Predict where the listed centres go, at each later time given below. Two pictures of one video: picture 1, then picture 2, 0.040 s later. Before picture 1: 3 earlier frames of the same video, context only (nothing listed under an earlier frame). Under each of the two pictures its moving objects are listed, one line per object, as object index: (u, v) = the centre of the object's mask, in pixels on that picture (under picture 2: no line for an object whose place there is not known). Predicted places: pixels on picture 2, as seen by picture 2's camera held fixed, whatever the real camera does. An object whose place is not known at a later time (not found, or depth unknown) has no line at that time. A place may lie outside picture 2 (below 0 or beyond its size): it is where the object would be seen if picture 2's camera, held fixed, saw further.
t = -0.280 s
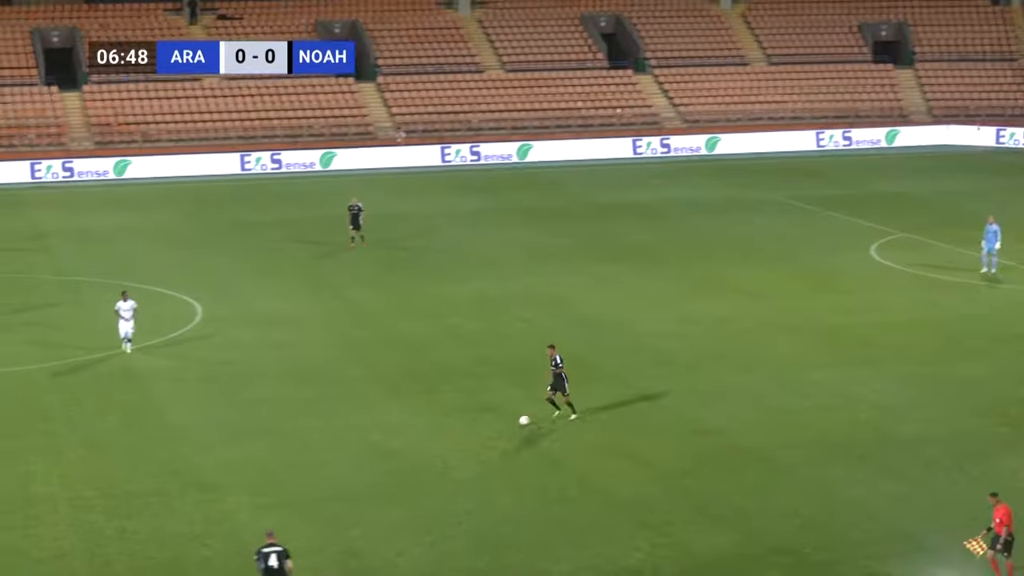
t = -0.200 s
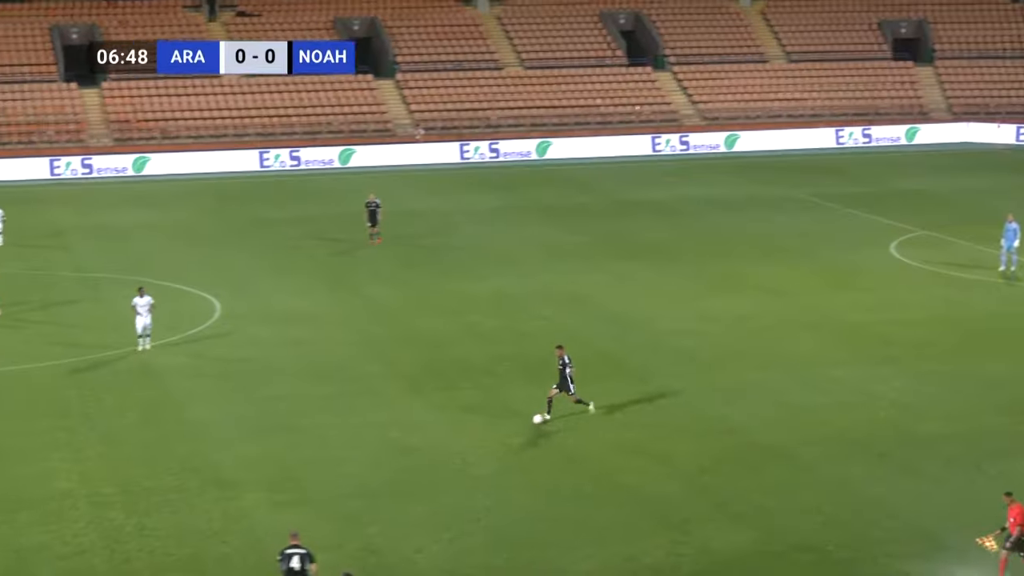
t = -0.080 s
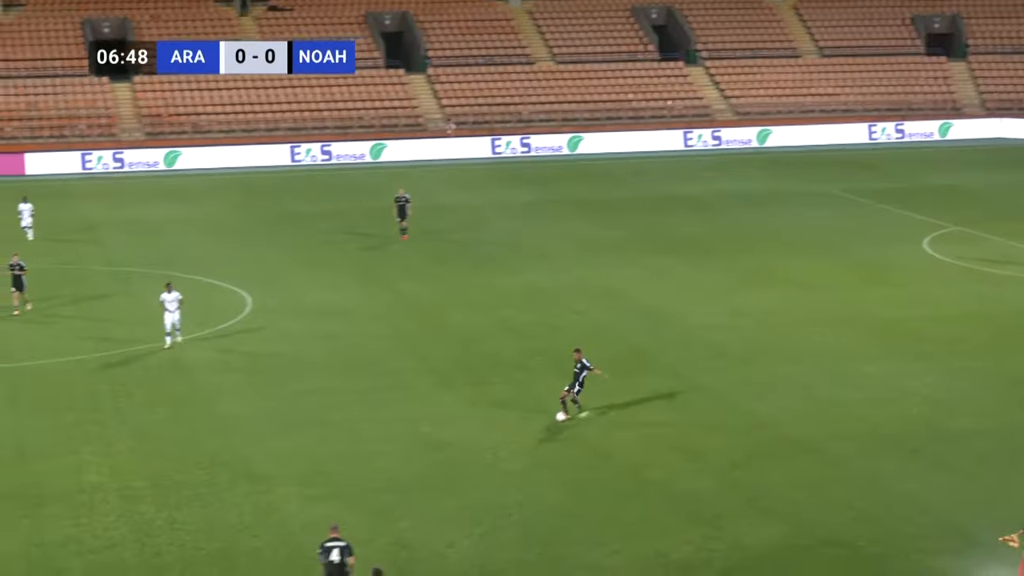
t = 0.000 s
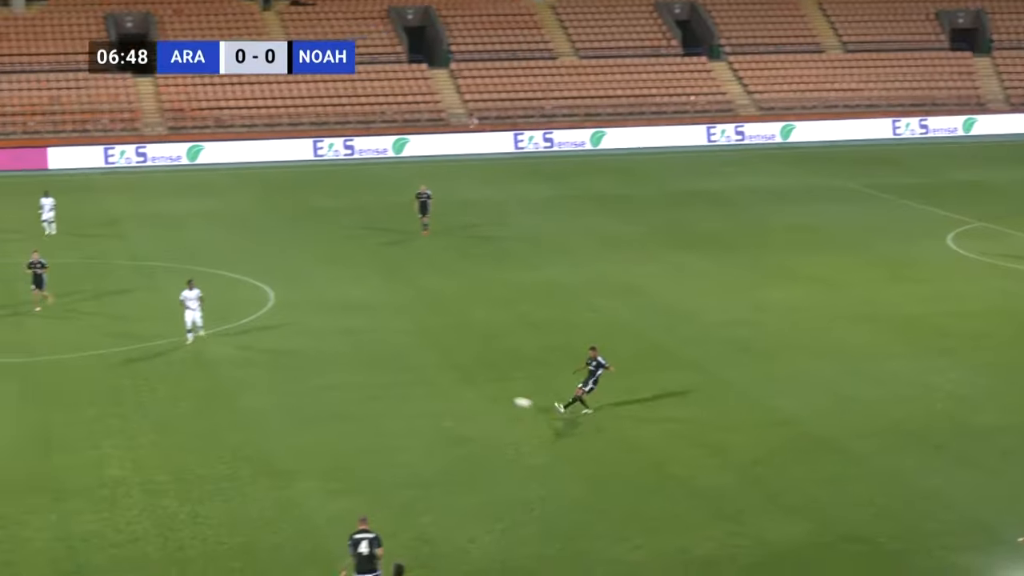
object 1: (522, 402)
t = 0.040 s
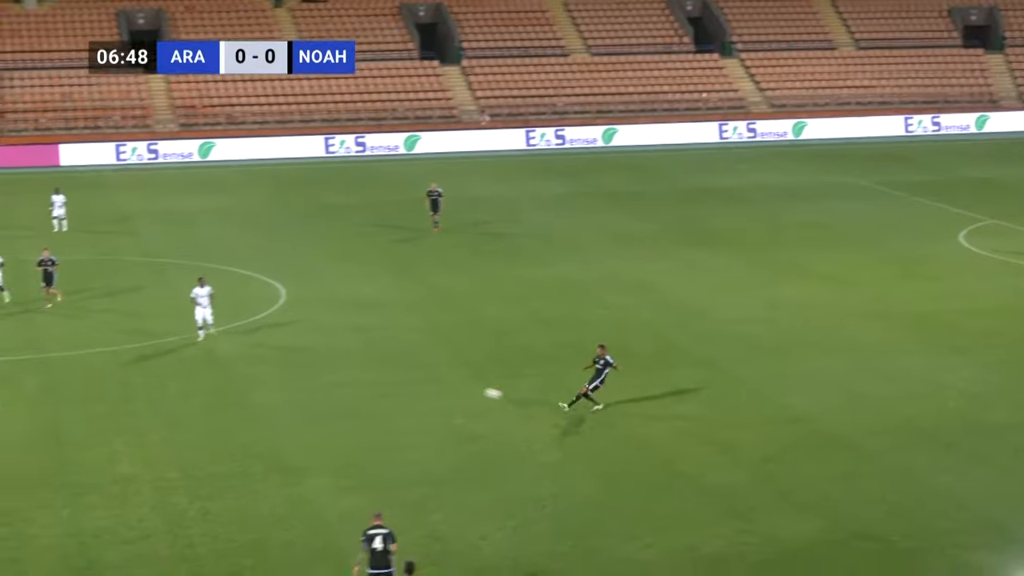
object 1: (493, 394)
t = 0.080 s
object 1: (453, 389)
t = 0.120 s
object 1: (413, 384)
